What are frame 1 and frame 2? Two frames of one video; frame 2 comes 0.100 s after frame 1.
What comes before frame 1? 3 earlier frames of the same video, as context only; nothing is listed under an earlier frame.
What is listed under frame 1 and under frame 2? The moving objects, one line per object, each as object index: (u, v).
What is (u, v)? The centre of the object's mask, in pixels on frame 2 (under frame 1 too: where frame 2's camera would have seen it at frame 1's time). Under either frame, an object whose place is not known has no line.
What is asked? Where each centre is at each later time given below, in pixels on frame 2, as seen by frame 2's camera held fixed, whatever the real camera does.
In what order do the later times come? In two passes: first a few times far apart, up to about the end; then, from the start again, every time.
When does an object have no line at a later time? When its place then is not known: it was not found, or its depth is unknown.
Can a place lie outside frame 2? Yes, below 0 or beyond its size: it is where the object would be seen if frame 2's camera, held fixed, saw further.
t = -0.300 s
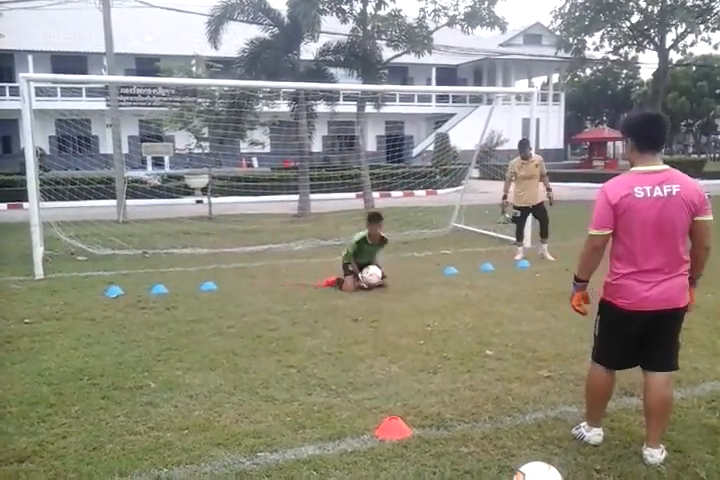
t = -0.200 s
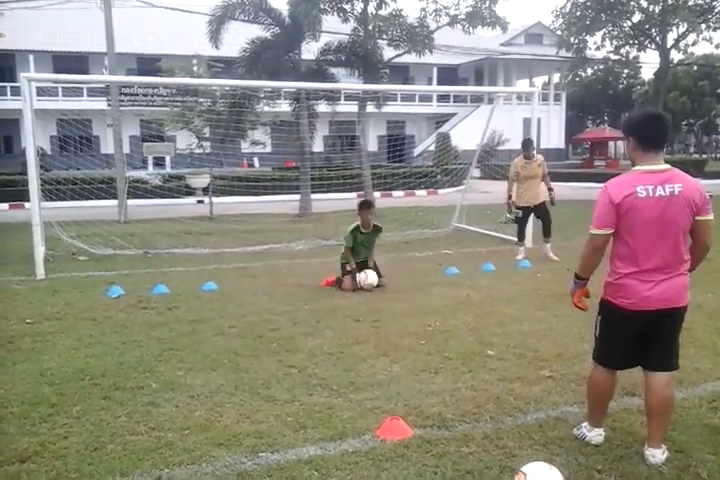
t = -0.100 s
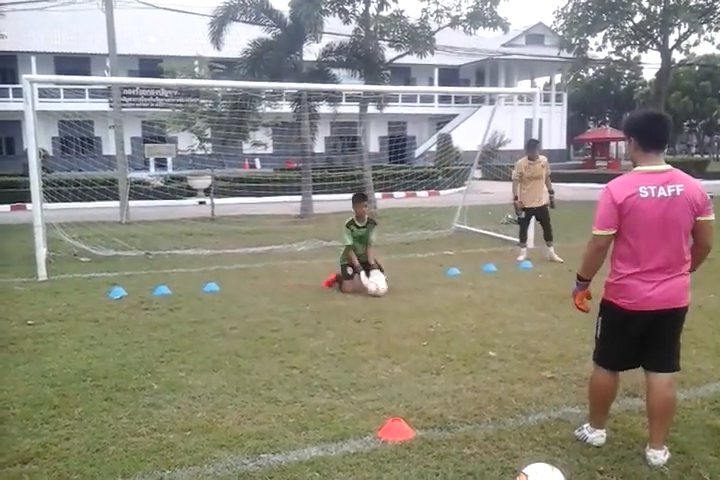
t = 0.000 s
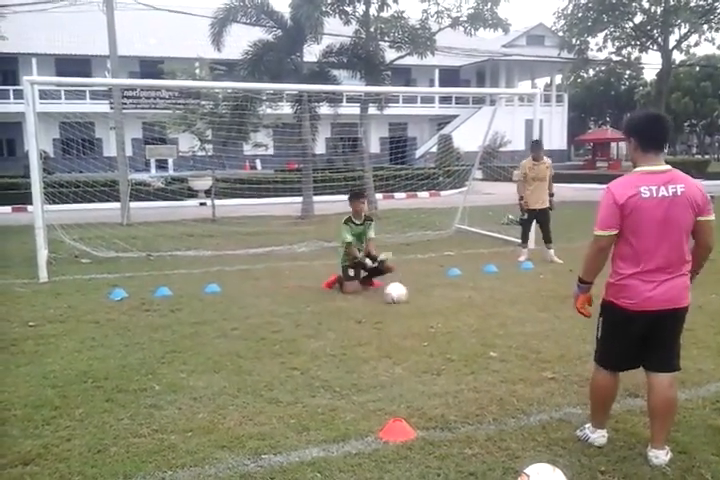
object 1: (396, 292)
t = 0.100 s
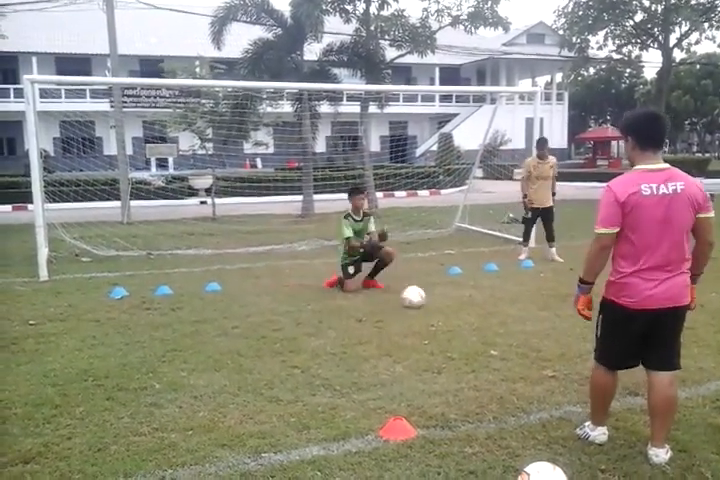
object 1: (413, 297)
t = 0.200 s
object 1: (429, 303)
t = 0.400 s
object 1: (465, 315)
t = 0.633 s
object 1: (510, 331)
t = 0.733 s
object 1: (531, 339)
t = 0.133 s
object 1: (419, 298)
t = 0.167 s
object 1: (424, 301)
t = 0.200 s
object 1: (429, 303)
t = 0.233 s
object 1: (435, 305)
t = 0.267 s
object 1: (441, 306)
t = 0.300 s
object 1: (447, 308)
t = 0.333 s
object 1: (453, 311)
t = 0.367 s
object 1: (459, 313)
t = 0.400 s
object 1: (465, 315)
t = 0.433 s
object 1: (470, 317)
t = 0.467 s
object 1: (476, 319)
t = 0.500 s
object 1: (483, 322)
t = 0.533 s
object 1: (488, 324)
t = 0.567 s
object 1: (496, 325)
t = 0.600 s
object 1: (503, 327)
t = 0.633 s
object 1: (510, 331)
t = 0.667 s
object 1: (517, 333)
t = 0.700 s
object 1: (523, 336)
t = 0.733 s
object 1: (531, 339)
